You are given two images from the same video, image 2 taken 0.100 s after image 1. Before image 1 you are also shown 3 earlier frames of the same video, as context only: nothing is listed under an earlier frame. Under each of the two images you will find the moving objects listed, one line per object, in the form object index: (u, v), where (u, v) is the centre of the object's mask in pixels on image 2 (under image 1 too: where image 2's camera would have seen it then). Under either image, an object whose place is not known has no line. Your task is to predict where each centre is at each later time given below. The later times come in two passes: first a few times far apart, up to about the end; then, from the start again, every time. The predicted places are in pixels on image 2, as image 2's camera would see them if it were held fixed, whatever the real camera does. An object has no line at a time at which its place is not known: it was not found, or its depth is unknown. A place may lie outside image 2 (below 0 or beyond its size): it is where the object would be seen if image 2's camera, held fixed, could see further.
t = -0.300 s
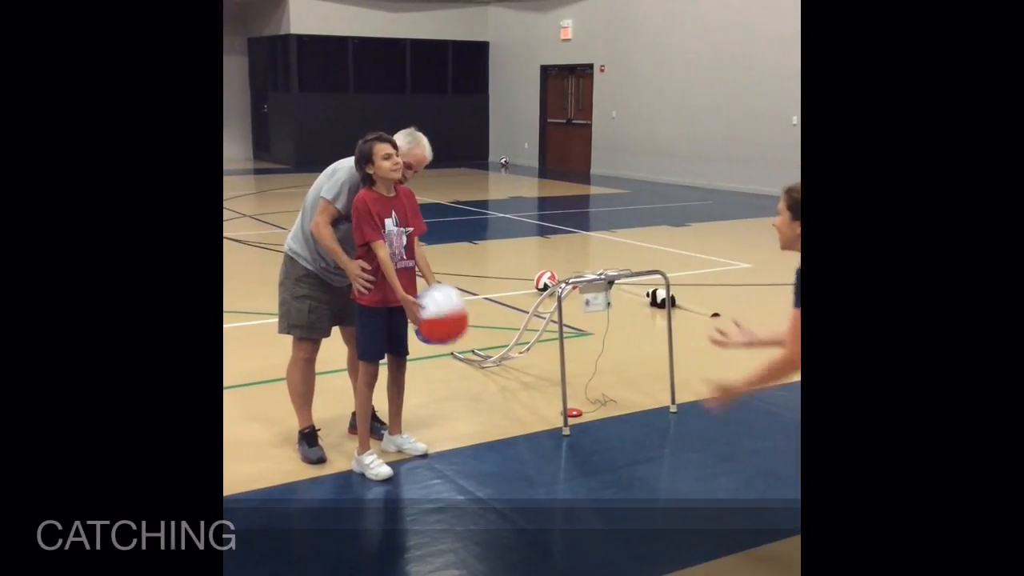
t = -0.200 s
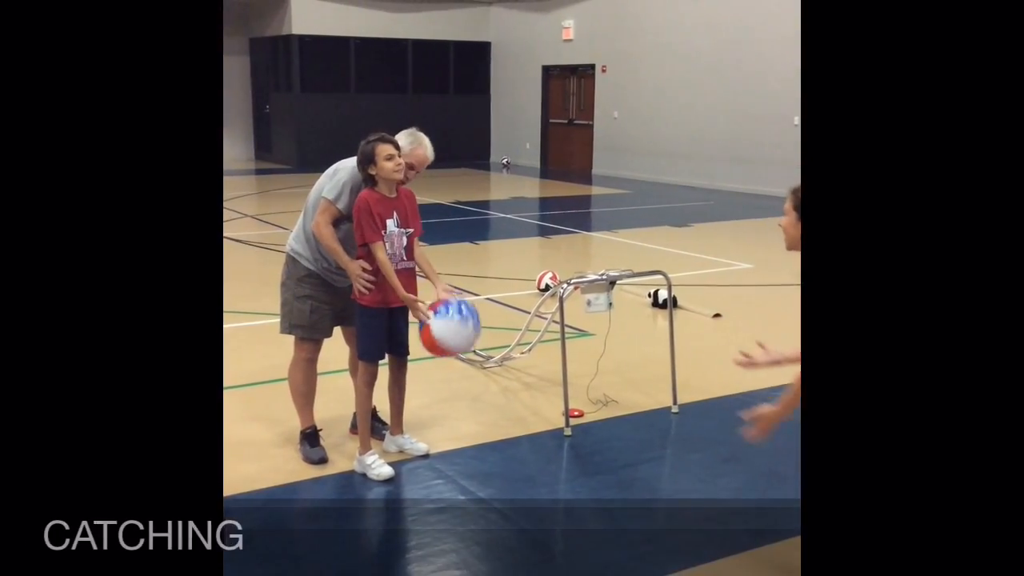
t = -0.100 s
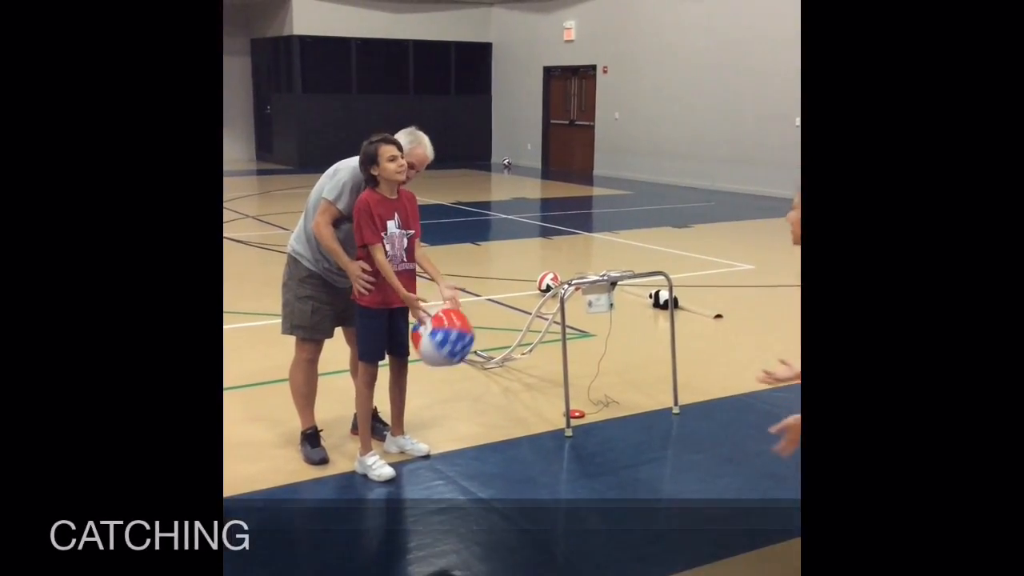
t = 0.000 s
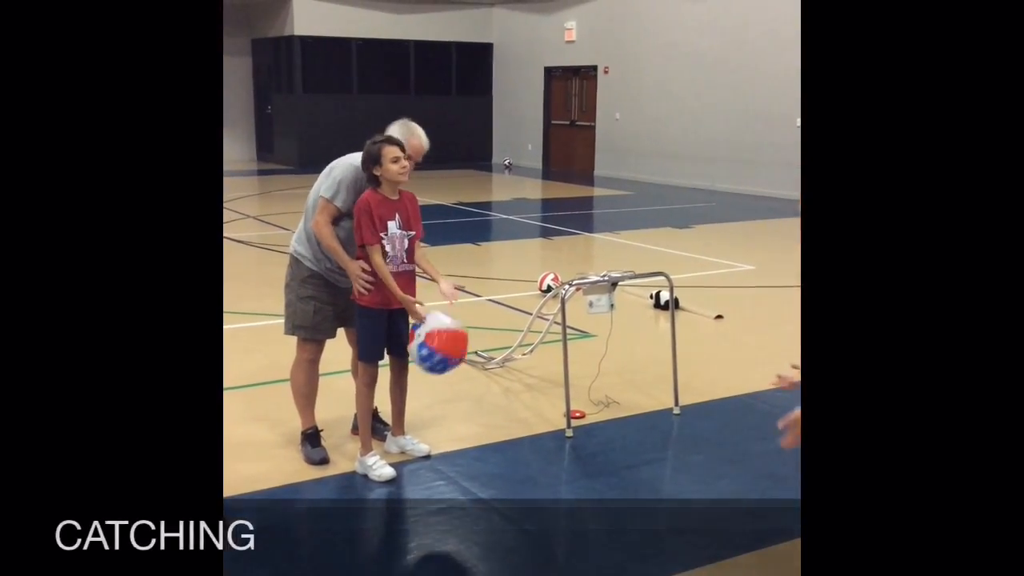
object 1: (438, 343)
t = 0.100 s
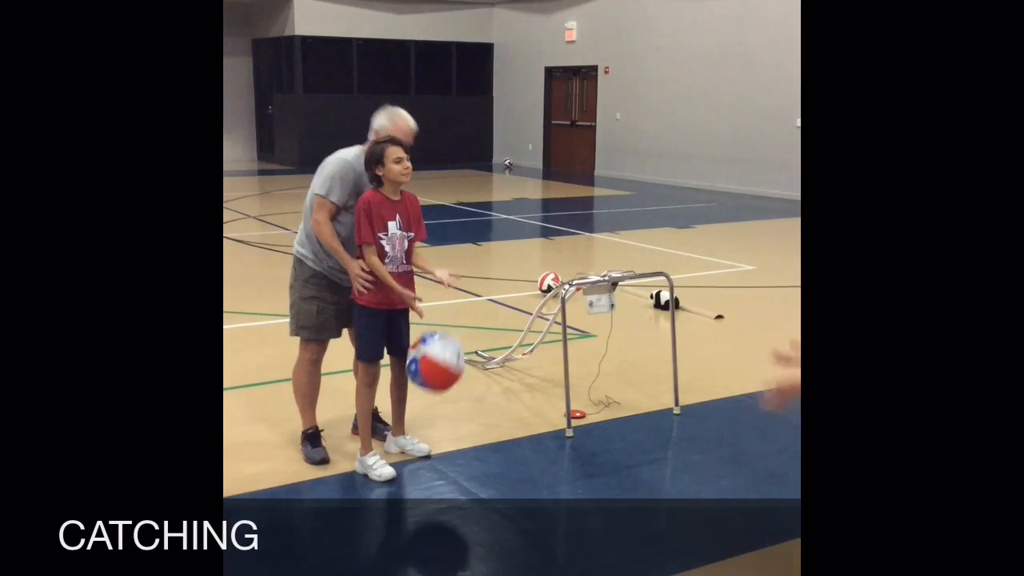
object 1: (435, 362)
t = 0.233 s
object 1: (433, 410)
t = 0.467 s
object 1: (490, 428)
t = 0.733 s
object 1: (569, 451)
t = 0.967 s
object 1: (630, 462)
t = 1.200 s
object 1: (684, 467)
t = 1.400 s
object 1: (729, 475)
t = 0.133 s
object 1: (434, 371)
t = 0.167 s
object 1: (434, 382)
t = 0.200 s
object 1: (434, 395)
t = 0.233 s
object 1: (433, 410)
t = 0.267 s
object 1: (432, 424)
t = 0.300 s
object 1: (438, 427)
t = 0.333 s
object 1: (449, 424)
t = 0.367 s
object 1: (460, 423)
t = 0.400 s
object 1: (470, 423)
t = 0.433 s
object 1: (480, 425)
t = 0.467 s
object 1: (490, 428)
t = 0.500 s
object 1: (501, 434)
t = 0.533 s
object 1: (512, 441)
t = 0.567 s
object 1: (522, 446)
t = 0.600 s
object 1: (531, 445)
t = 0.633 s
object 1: (540, 445)
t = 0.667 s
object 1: (549, 446)
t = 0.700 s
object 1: (559, 450)
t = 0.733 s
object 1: (569, 451)
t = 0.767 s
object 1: (578, 452)
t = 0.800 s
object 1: (587, 454)
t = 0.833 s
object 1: (596, 456)
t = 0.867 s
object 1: (605, 456)
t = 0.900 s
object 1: (613, 457)
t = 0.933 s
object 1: (621, 459)
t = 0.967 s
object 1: (630, 462)
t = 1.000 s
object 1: (637, 465)
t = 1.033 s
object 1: (645, 464)
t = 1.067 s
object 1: (653, 463)
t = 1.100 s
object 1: (661, 463)
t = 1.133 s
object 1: (669, 465)
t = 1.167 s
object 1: (676, 468)
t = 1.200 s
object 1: (684, 467)
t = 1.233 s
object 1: (691, 467)
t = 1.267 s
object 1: (699, 469)
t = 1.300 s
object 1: (706, 469)
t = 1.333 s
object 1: (714, 471)
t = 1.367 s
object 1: (721, 472)
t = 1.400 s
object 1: (729, 475)
